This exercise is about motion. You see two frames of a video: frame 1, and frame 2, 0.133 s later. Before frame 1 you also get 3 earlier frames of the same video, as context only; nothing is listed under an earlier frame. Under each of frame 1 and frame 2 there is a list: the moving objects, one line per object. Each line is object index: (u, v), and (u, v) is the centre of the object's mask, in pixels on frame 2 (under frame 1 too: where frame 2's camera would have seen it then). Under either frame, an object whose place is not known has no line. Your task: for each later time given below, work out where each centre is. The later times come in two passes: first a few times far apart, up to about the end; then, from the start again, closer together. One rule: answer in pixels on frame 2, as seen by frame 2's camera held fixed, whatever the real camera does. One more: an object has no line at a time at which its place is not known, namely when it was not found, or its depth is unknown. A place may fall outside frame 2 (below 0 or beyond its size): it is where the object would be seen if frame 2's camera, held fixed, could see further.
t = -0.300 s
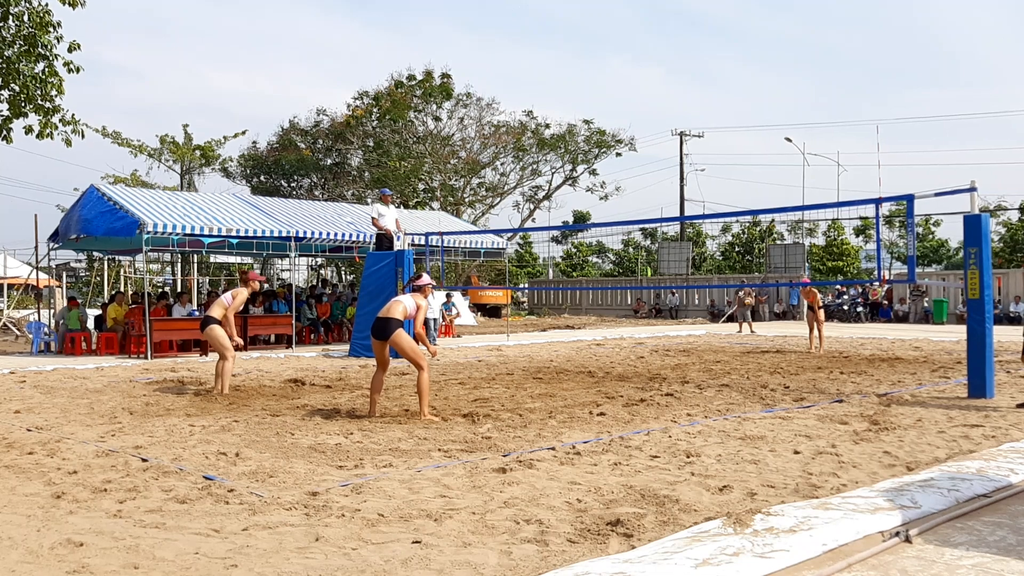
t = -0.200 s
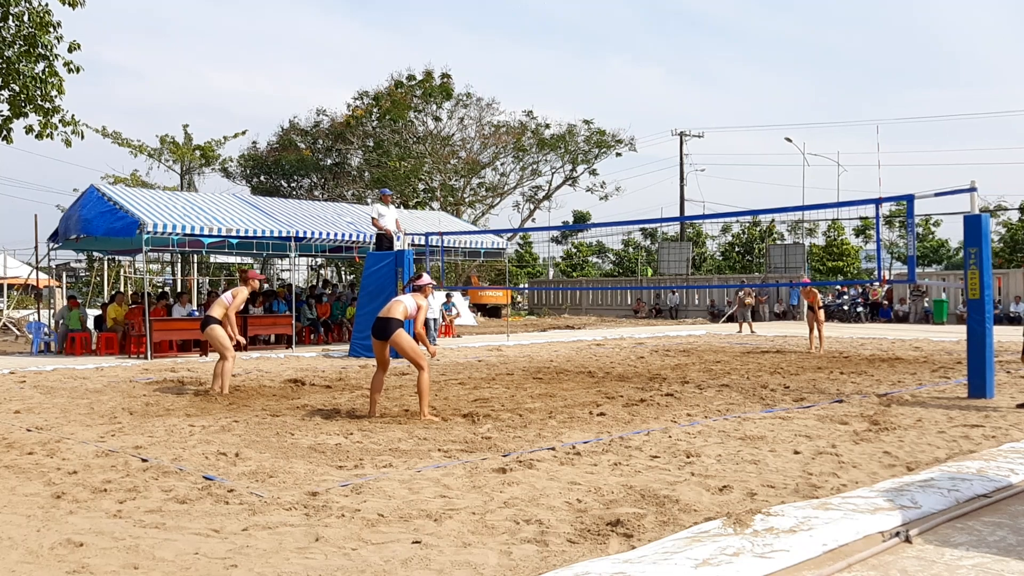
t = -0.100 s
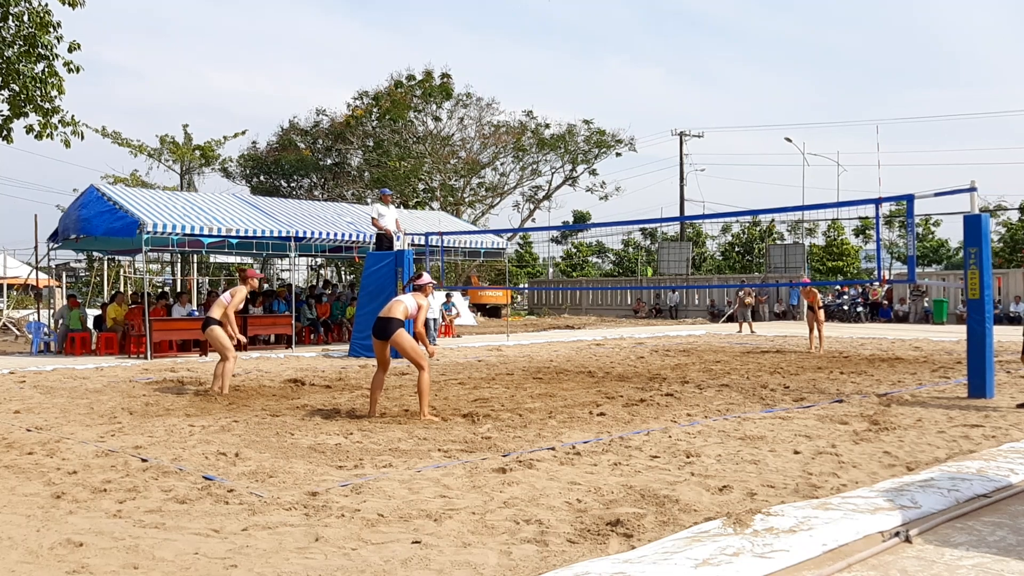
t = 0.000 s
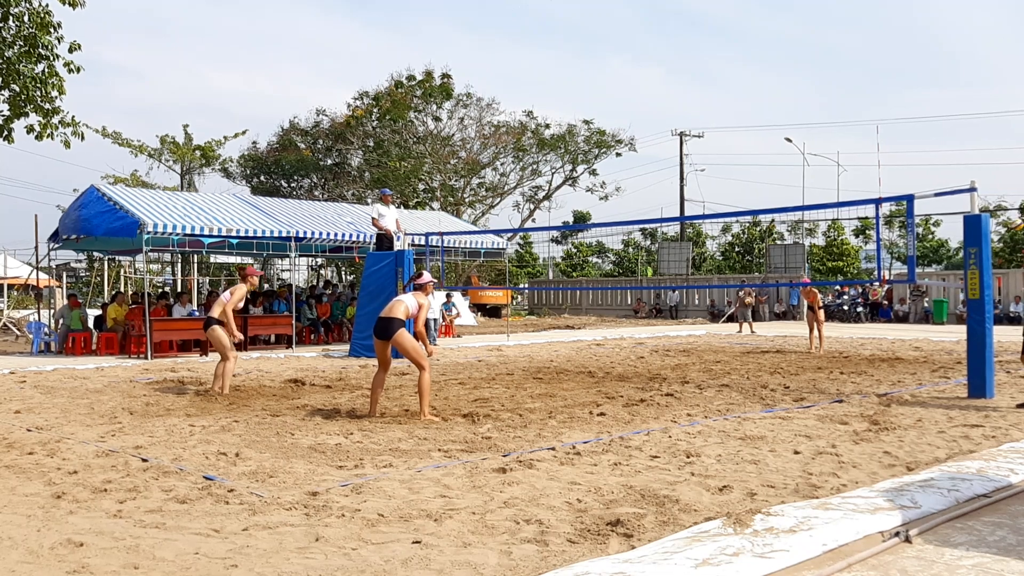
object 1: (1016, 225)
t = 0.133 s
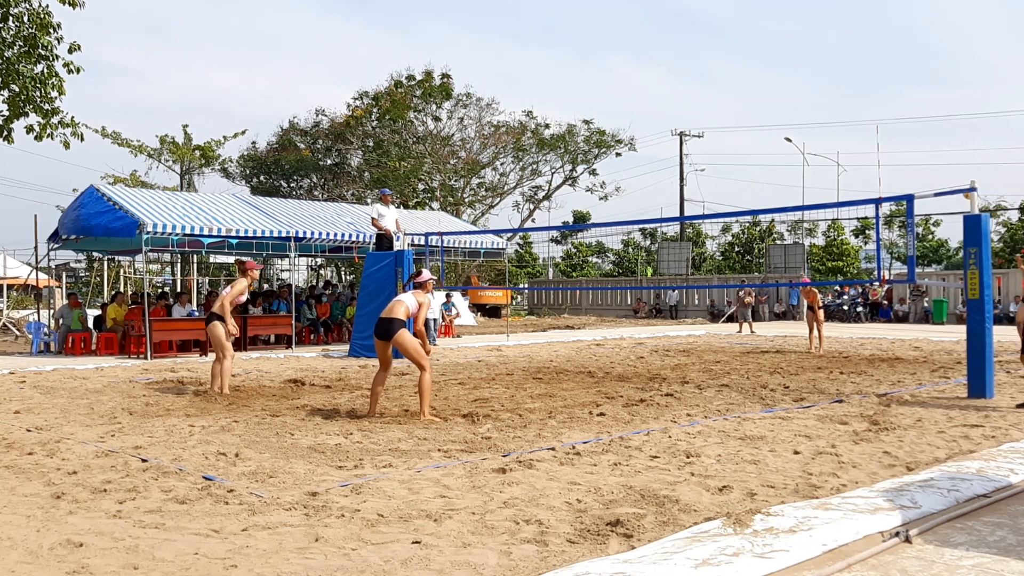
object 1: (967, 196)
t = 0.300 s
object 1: (902, 160)
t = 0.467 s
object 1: (822, 138)
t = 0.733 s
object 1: (662, 130)
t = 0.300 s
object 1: (902, 160)
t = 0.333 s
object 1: (887, 155)
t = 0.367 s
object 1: (872, 150)
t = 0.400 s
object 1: (856, 145)
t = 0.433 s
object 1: (839, 141)
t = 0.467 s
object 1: (822, 138)
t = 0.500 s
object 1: (804, 135)
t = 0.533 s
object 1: (786, 132)
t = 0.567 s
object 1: (767, 129)
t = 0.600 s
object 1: (747, 128)
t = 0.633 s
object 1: (727, 127)
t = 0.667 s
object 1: (706, 127)
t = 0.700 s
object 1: (684, 128)
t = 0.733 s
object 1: (662, 130)
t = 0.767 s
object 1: (639, 133)
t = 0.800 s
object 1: (614, 138)
